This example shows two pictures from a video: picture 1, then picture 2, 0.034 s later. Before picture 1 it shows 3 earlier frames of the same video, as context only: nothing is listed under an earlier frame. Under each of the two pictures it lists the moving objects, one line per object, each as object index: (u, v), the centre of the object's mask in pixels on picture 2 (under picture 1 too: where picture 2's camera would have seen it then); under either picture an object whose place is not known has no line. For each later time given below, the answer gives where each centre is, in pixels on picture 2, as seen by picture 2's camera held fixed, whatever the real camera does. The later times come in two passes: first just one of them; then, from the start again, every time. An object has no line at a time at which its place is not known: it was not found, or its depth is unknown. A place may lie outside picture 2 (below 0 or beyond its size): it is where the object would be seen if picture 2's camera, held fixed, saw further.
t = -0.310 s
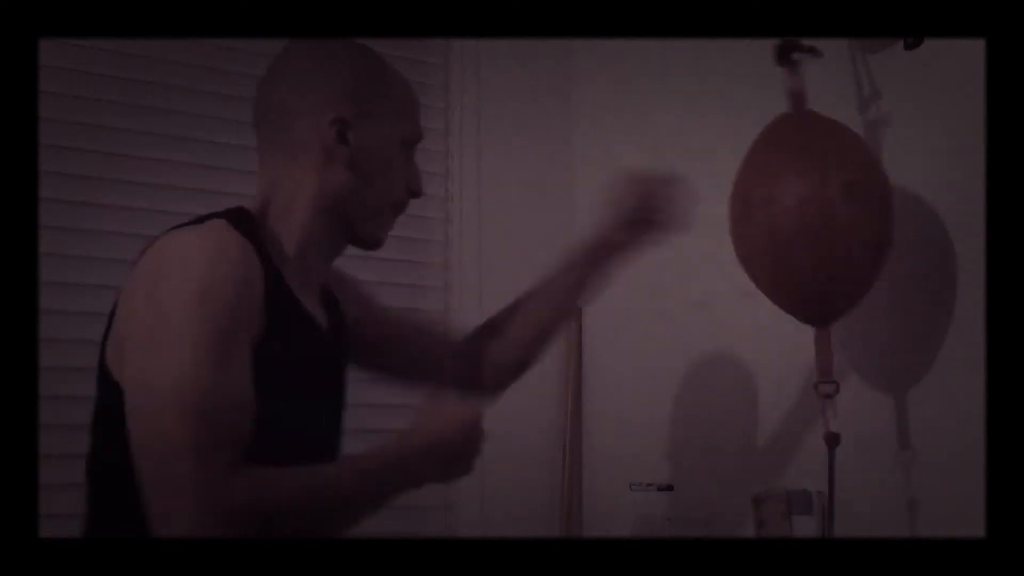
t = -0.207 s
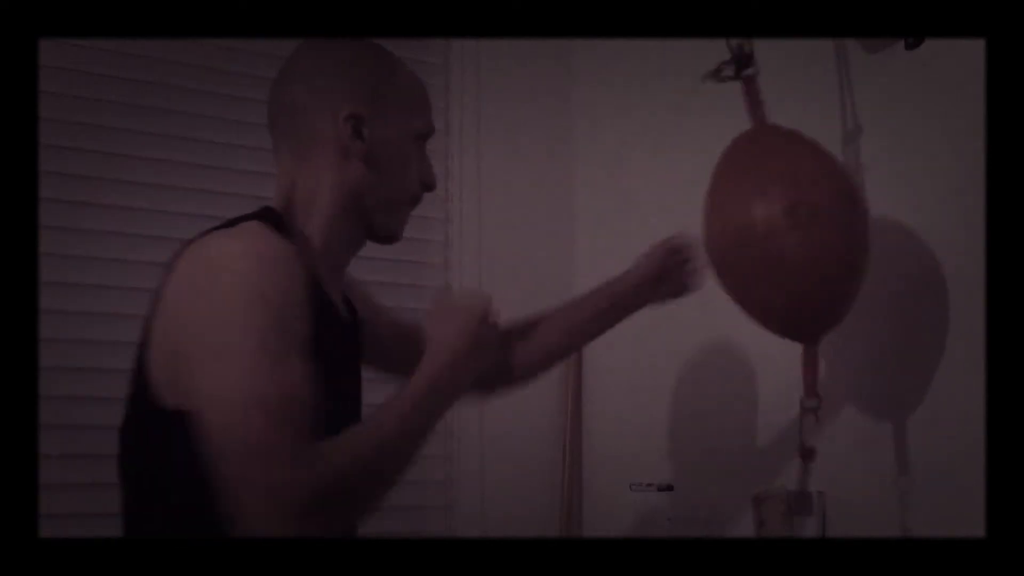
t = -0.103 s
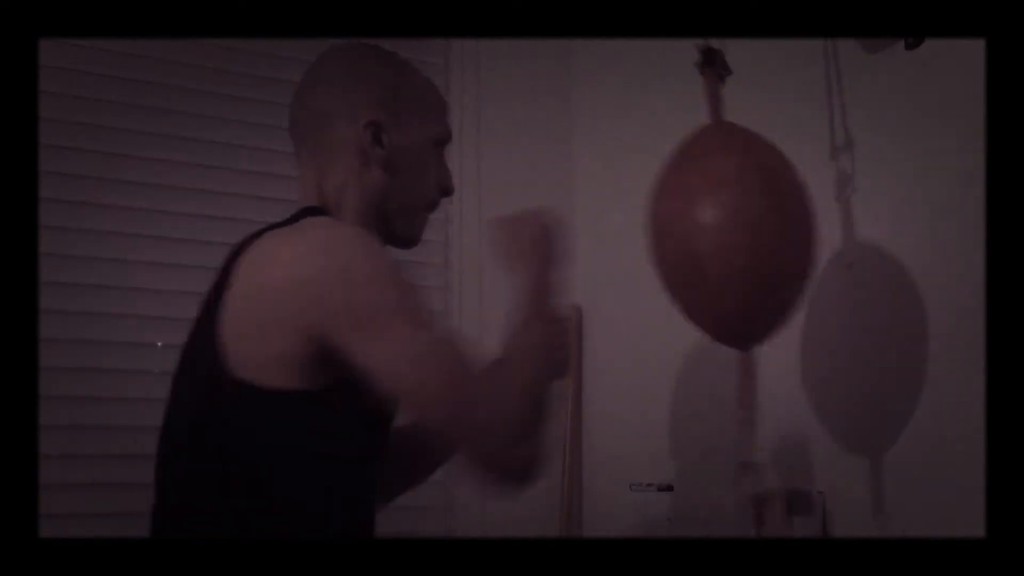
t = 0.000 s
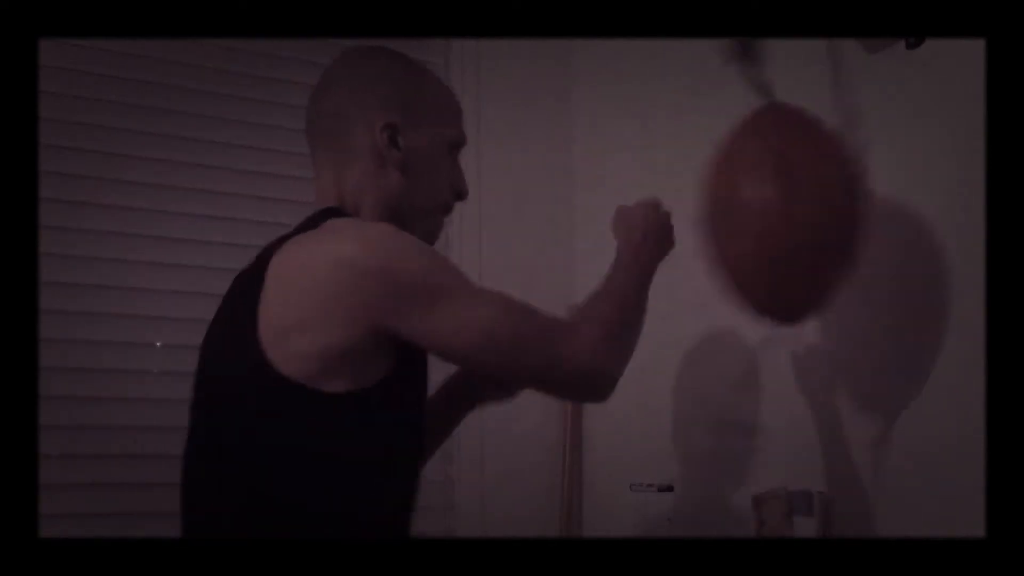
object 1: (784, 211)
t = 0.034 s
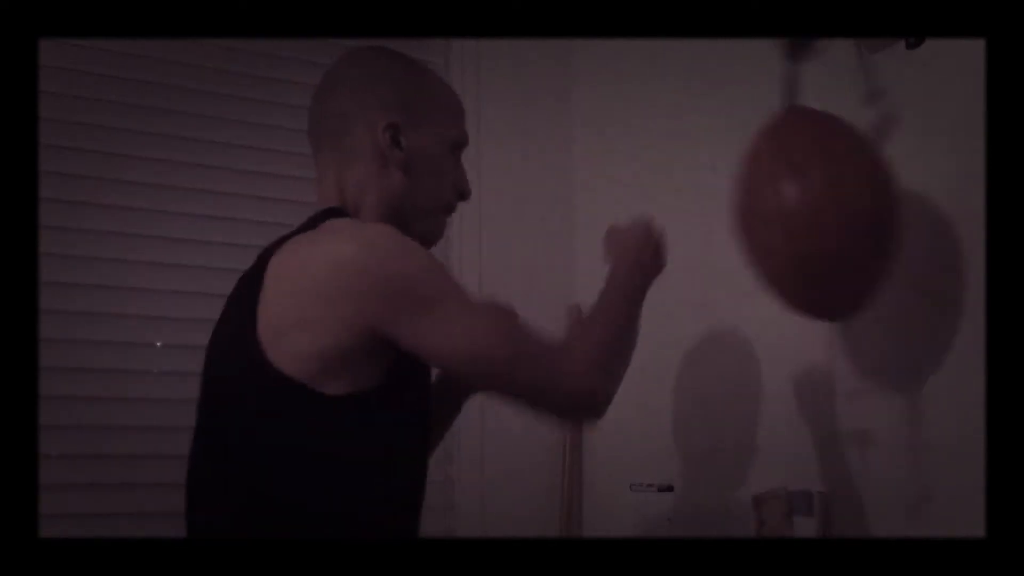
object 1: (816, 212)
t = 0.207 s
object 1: (855, 212)
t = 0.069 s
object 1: (853, 217)
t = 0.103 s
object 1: (881, 221)
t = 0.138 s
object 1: (893, 222)
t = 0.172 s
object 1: (874, 215)
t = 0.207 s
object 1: (855, 212)
